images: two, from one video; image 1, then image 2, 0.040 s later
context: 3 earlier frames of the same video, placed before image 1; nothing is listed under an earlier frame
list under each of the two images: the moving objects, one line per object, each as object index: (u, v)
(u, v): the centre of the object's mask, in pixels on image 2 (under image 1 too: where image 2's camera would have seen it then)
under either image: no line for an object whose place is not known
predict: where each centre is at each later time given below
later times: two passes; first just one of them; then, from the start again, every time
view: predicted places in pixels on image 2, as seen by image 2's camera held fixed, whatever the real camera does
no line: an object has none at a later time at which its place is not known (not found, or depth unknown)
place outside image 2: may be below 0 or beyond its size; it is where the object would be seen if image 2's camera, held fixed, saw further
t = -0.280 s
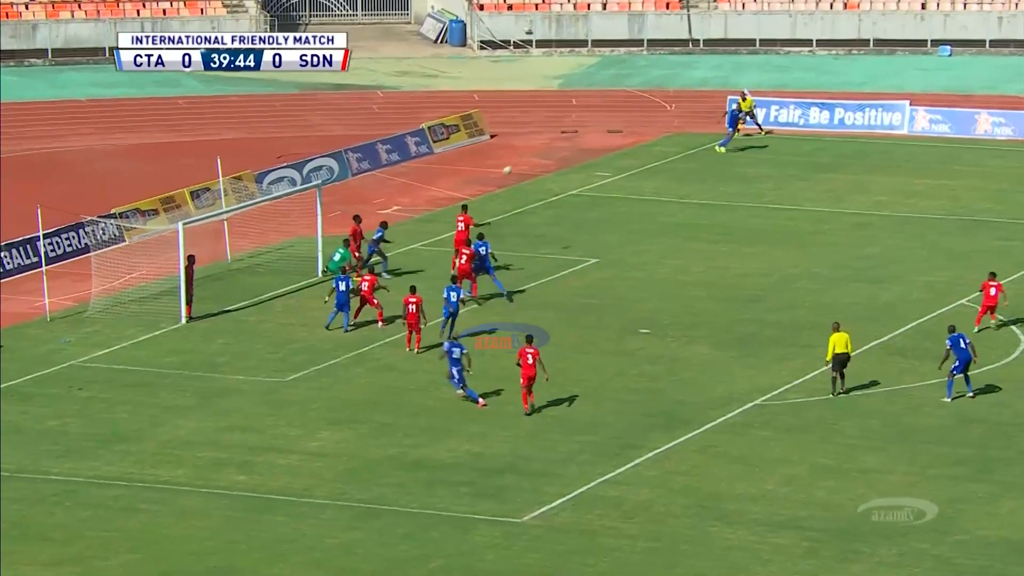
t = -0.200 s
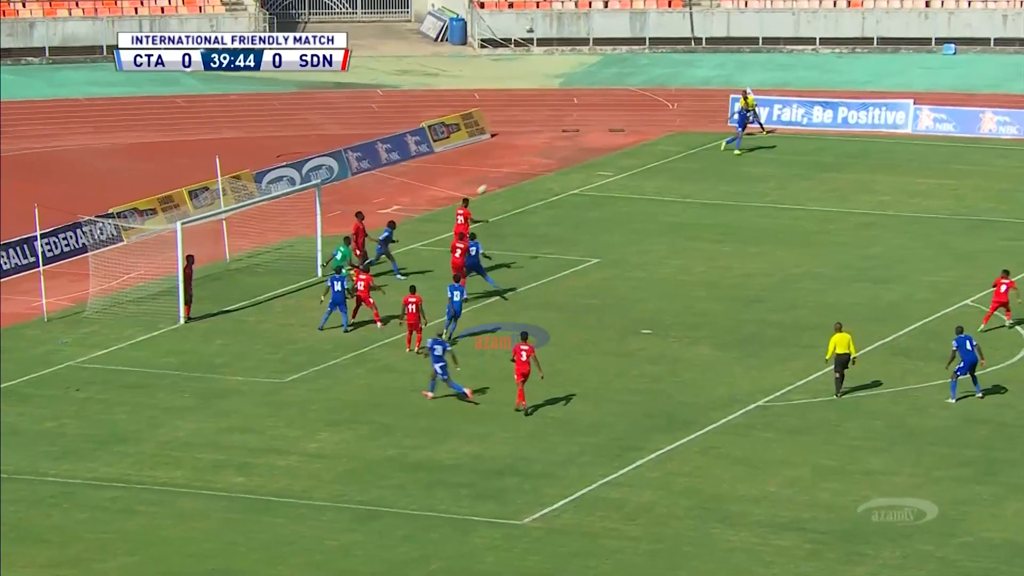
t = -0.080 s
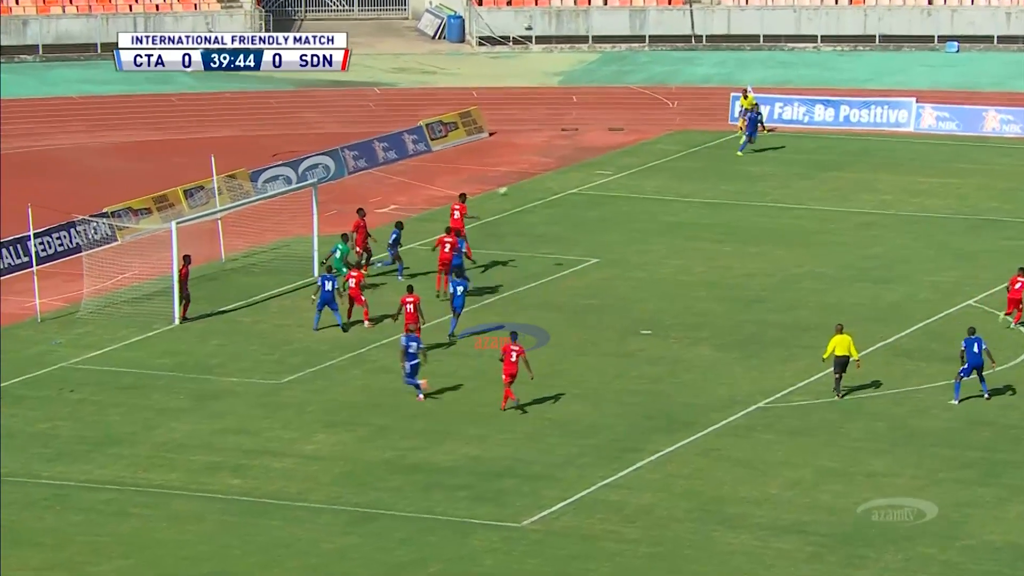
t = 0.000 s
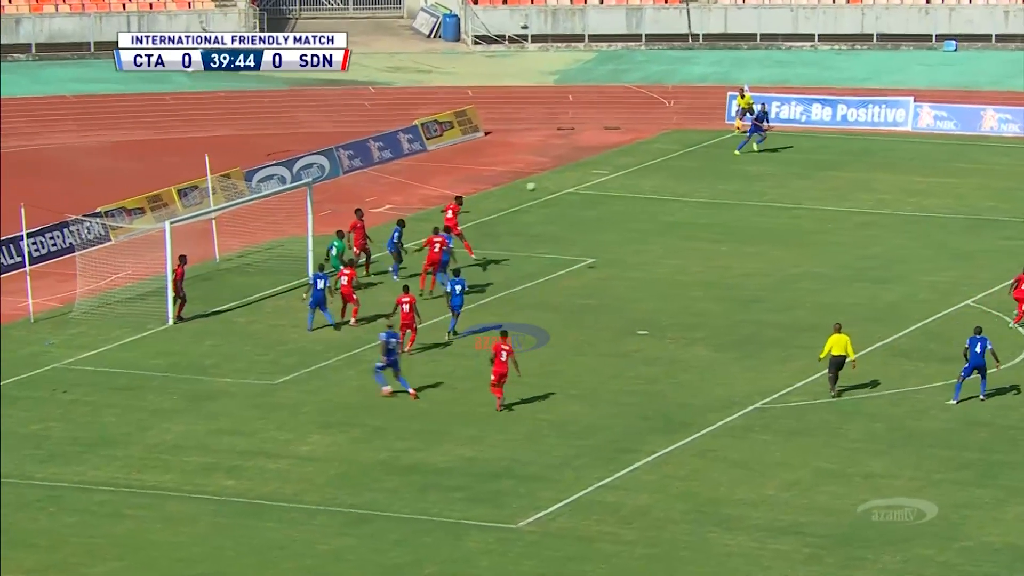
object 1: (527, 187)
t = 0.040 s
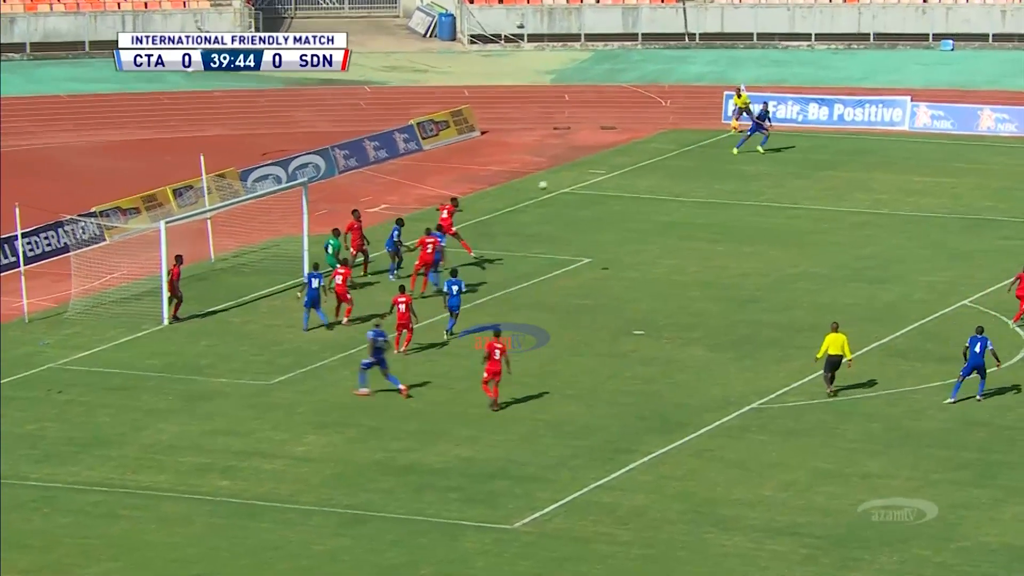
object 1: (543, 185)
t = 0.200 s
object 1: (599, 188)
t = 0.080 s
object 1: (557, 185)
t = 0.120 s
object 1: (571, 185)
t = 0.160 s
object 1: (586, 187)
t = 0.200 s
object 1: (599, 188)
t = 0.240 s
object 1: (613, 190)
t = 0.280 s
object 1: (626, 192)
